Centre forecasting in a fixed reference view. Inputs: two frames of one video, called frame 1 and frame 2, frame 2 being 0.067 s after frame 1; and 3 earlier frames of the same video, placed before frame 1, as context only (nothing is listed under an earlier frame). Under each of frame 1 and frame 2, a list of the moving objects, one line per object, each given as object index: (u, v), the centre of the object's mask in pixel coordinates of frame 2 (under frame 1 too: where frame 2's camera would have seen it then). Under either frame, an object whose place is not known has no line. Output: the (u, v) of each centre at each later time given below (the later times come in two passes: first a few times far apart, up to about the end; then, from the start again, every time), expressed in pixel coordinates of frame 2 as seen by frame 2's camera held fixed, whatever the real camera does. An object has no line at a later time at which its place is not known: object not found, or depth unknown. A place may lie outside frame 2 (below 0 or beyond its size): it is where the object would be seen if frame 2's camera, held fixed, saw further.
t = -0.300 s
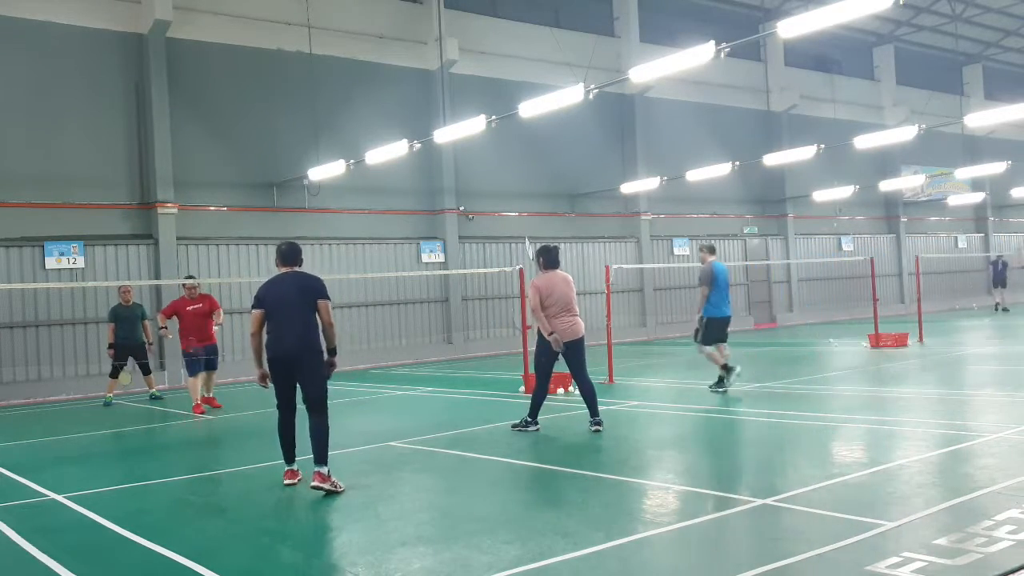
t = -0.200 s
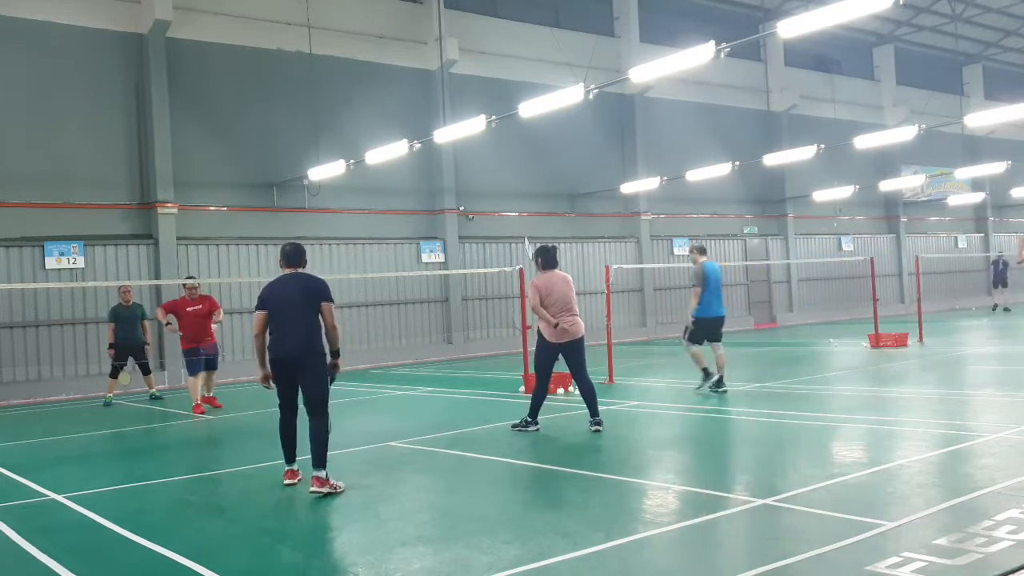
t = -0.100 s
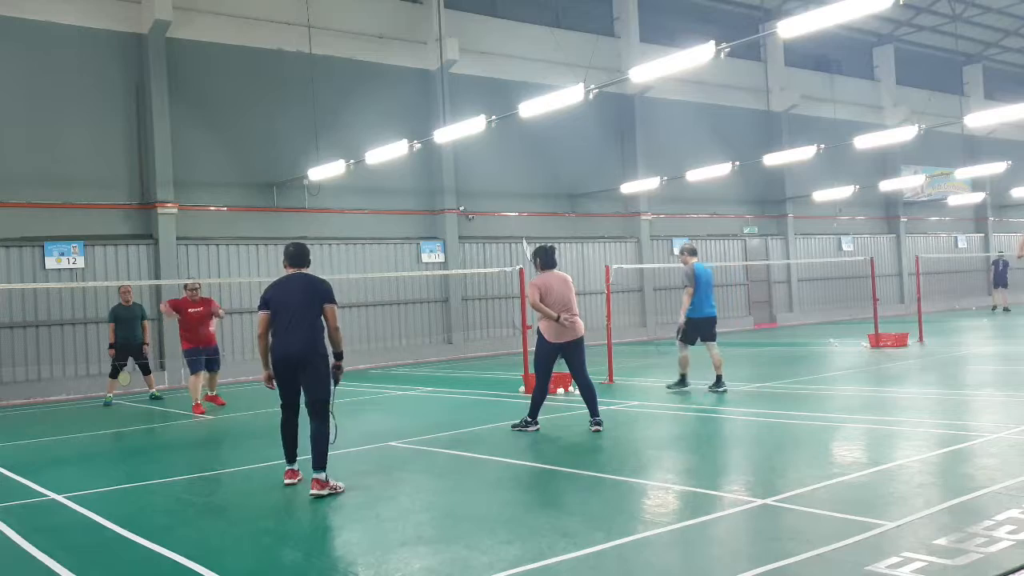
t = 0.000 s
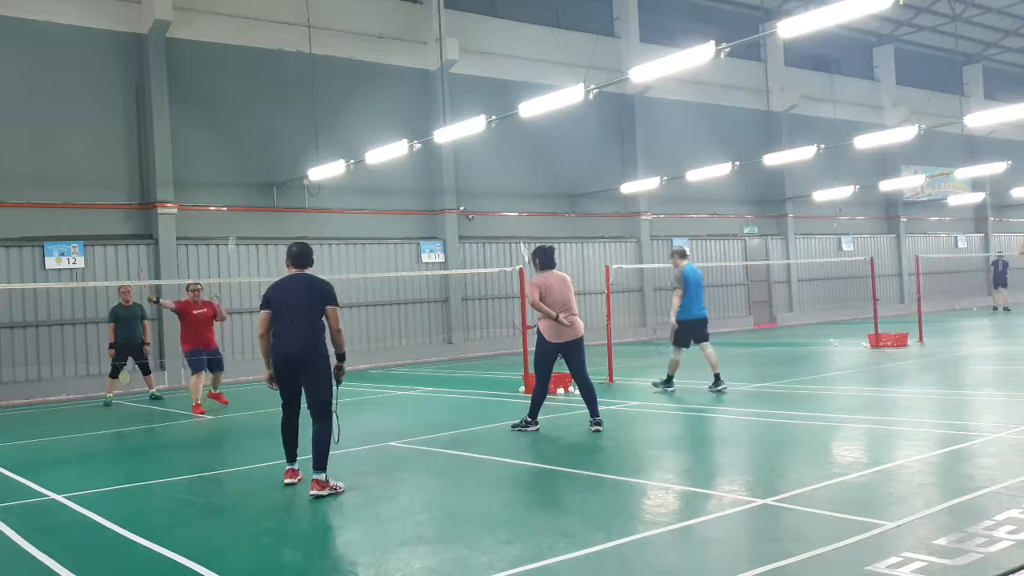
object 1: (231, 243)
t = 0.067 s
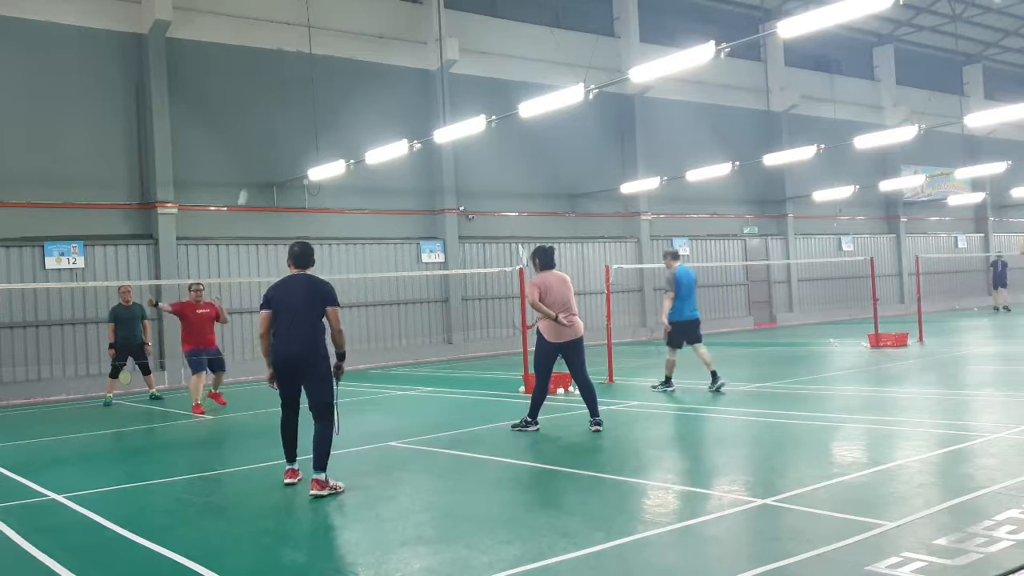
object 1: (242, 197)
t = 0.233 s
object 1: (268, 109)
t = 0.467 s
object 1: (302, 39)
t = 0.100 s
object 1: (248, 177)
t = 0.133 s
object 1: (252, 158)
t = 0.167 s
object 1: (258, 140)
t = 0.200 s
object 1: (263, 123)
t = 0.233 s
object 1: (268, 109)
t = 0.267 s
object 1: (273, 94)
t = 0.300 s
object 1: (278, 82)
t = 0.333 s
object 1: (283, 71)
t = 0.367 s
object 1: (288, 61)
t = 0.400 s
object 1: (292, 52)
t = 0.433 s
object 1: (298, 45)
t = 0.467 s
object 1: (302, 39)
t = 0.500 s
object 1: (306, 33)
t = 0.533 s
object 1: (312, 31)
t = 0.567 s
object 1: (317, 30)
